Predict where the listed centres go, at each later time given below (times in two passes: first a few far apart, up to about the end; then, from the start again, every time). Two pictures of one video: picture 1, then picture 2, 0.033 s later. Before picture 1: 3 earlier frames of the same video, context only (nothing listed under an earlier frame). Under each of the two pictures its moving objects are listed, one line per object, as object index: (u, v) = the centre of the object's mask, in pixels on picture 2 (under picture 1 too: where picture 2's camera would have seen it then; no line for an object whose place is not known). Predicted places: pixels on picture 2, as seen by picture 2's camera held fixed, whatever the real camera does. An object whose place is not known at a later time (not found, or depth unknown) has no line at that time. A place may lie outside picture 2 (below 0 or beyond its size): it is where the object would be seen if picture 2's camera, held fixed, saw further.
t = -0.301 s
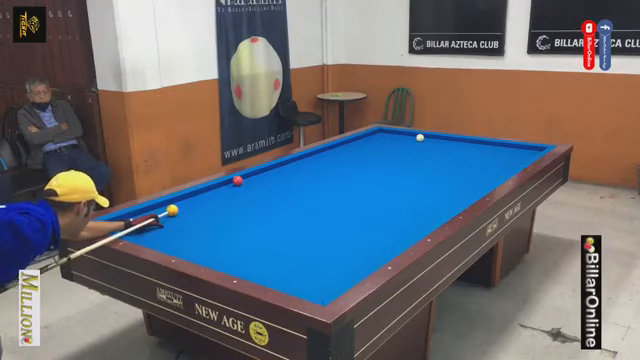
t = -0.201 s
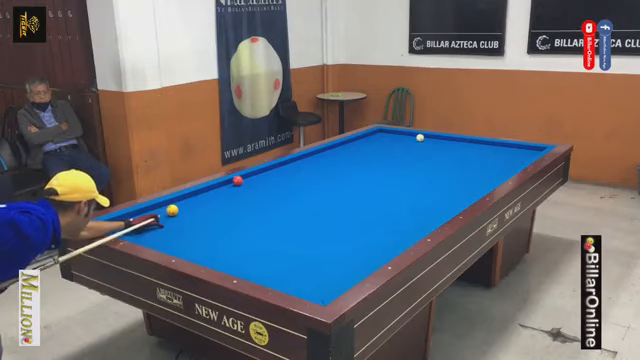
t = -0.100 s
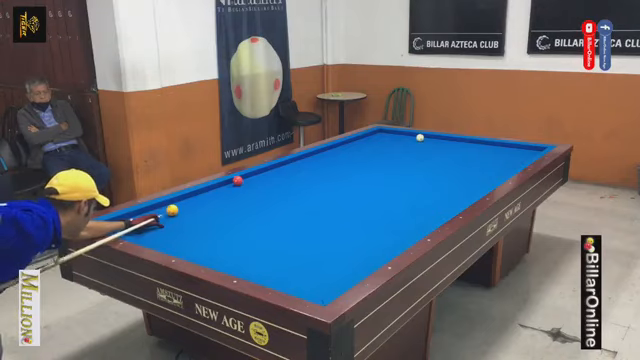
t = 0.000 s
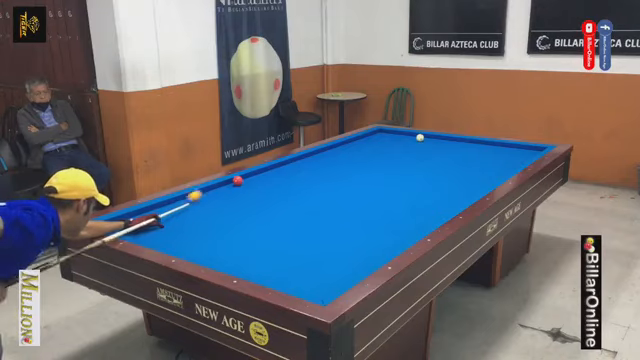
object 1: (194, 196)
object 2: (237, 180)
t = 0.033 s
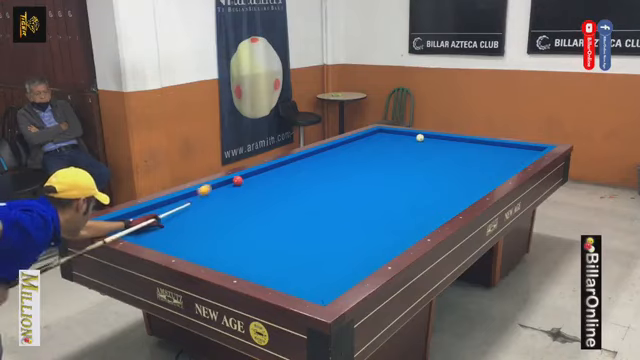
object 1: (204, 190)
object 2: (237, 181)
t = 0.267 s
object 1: (275, 186)
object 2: (276, 169)
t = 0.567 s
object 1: (350, 186)
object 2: (331, 159)
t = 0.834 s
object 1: (416, 187)
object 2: (372, 151)
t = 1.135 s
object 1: (479, 186)
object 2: (413, 143)
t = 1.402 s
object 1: (451, 179)
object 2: (444, 137)
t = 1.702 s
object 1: (431, 172)
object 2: (445, 146)
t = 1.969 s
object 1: (414, 167)
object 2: (447, 152)
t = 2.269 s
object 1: (398, 161)
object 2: (449, 160)
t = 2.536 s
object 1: (384, 157)
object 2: (451, 169)
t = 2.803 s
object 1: (371, 153)
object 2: (454, 177)
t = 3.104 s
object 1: (359, 149)
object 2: (457, 188)
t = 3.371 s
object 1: (348, 145)
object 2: (460, 199)
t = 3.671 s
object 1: (349, 142)
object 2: (442, 206)
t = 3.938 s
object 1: (362, 141)
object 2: (421, 212)
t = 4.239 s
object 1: (376, 140)
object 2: (397, 219)
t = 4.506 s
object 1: (388, 138)
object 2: (375, 225)
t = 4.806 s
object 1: (401, 137)
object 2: (350, 232)
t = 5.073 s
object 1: (412, 136)
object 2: (326, 238)
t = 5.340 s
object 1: (423, 133)
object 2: (302, 245)
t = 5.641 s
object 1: (429, 136)
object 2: (275, 252)
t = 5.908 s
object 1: (435, 138)
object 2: (250, 260)
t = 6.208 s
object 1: (441, 141)
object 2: (229, 262)
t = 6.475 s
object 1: (447, 143)
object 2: (231, 256)
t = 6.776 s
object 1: (453, 145)
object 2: (234, 248)
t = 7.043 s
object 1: (458, 146)
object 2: (236, 241)
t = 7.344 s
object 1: (464, 149)
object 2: (239, 236)
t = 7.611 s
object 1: (469, 150)
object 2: (241, 230)
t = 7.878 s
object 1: (474, 152)
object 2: (242, 226)
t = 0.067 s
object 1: (218, 185)
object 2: (237, 181)
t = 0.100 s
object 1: (232, 183)
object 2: (240, 179)
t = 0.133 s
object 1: (241, 184)
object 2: (244, 175)
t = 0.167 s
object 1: (250, 184)
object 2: (251, 174)
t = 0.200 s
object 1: (258, 185)
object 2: (260, 172)
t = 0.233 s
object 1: (267, 185)
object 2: (269, 171)
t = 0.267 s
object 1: (275, 186)
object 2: (276, 169)
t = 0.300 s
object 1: (284, 186)
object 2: (284, 168)
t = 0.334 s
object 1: (292, 186)
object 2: (291, 166)
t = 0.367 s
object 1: (300, 186)
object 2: (297, 165)
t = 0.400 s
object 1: (308, 186)
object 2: (304, 164)
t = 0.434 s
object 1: (317, 186)
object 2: (310, 163)
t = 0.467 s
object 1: (325, 187)
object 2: (315, 162)
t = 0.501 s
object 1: (333, 186)
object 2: (321, 161)
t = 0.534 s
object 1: (342, 186)
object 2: (326, 160)
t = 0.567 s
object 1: (350, 186)
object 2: (331, 159)
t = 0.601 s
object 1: (358, 187)
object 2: (337, 158)
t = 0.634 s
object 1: (366, 187)
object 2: (342, 156)
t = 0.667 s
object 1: (374, 187)
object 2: (347, 156)
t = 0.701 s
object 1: (382, 187)
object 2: (352, 155)
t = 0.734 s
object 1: (391, 187)
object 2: (358, 154)
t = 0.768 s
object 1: (399, 187)
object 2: (363, 153)
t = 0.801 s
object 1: (407, 187)
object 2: (368, 152)
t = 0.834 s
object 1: (416, 187)
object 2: (372, 151)
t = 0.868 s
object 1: (424, 187)
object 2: (377, 150)
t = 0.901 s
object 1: (432, 187)
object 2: (382, 149)
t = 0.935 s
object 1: (441, 187)
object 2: (387, 148)
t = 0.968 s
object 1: (449, 187)
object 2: (391, 147)
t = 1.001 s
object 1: (457, 187)
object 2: (395, 146)
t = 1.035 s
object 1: (466, 187)
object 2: (400, 146)
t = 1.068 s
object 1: (474, 187)
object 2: (404, 145)
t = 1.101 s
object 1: (482, 186)
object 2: (409, 144)
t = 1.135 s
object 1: (479, 186)
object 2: (413, 143)
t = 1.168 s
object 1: (474, 185)
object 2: (418, 143)
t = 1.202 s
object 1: (470, 184)
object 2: (422, 142)
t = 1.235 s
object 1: (465, 183)
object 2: (427, 140)
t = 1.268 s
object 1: (462, 182)
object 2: (431, 139)
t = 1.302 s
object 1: (459, 181)
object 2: (435, 139)
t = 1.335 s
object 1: (456, 180)
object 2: (438, 138)
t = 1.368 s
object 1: (454, 180)
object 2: (443, 137)
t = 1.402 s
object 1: (451, 179)
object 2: (444, 137)
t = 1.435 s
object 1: (449, 178)
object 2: (443, 138)
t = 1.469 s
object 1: (447, 177)
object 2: (443, 139)
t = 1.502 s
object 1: (444, 177)
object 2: (443, 140)
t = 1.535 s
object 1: (442, 176)
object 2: (444, 141)
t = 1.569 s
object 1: (439, 175)
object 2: (444, 142)
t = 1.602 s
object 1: (437, 174)
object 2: (444, 143)
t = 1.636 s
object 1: (435, 174)
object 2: (444, 143)
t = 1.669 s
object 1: (433, 173)
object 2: (444, 144)
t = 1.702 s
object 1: (431, 172)
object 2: (445, 146)
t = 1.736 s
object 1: (429, 172)
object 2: (445, 146)
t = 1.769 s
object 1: (426, 171)
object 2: (445, 147)
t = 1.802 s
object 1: (425, 170)
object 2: (445, 148)
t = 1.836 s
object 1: (422, 169)
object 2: (445, 149)
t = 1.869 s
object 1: (420, 169)
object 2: (446, 149)
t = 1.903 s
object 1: (419, 168)
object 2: (446, 151)
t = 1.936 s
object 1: (416, 167)
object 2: (446, 151)
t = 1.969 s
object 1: (414, 167)
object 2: (447, 152)
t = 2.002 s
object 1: (413, 166)
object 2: (447, 153)
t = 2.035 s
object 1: (411, 166)
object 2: (447, 154)
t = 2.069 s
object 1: (408, 165)
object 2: (448, 155)
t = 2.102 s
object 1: (407, 164)
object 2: (448, 156)
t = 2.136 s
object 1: (405, 164)
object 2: (448, 157)
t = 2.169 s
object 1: (403, 163)
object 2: (449, 157)
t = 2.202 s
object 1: (401, 163)
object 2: (449, 158)
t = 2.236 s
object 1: (399, 162)
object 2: (449, 159)
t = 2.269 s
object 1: (398, 161)
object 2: (449, 160)
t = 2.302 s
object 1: (396, 161)
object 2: (450, 161)
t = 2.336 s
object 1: (394, 160)
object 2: (450, 162)
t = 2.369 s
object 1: (393, 160)
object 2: (450, 163)
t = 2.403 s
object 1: (391, 159)
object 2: (450, 164)
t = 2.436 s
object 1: (389, 159)
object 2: (451, 165)
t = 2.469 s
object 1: (387, 158)
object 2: (451, 167)
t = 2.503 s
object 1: (386, 157)
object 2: (451, 168)
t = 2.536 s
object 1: (384, 157)
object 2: (451, 169)
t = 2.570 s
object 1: (382, 157)
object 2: (452, 170)
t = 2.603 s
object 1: (381, 156)
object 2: (452, 171)
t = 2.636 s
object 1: (379, 156)
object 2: (452, 172)
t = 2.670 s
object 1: (377, 155)
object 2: (453, 173)
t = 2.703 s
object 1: (376, 154)
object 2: (453, 174)
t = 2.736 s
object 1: (374, 154)
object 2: (453, 175)
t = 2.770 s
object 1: (373, 154)
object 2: (454, 176)
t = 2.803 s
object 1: (371, 153)
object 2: (454, 177)
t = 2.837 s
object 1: (370, 152)
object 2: (454, 179)
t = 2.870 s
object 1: (368, 152)
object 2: (455, 180)
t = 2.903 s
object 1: (367, 152)
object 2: (455, 181)
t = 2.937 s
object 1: (365, 151)
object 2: (456, 182)
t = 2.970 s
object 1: (364, 150)
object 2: (456, 183)
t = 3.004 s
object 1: (363, 150)
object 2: (456, 184)
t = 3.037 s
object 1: (361, 150)
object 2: (456, 186)
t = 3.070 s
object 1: (360, 149)
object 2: (457, 187)
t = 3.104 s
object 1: (359, 149)
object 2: (457, 188)
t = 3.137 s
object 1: (357, 148)
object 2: (457, 190)
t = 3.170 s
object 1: (356, 148)
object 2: (457, 191)
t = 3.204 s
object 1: (355, 147)
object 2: (458, 192)
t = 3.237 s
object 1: (353, 147)
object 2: (459, 194)
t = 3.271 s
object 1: (352, 147)
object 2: (459, 195)
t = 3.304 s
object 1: (350, 146)
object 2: (459, 197)
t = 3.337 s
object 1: (349, 146)
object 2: (460, 198)
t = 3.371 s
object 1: (348, 145)
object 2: (460, 199)
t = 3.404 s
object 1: (347, 145)
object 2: (460, 200)
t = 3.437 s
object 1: (345, 145)
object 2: (459, 201)
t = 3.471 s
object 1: (344, 144)
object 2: (457, 201)
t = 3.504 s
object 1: (343, 144)
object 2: (455, 203)
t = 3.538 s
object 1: (341, 143)
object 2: (452, 204)
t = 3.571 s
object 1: (343, 143)
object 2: (450, 204)
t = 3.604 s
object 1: (345, 143)
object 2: (447, 205)
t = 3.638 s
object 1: (347, 143)
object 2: (445, 206)
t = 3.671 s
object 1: (349, 142)
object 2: (442, 206)
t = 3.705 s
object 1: (350, 142)
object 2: (440, 207)
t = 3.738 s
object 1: (352, 142)
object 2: (437, 208)
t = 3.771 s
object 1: (353, 142)
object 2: (435, 209)
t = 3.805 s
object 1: (355, 142)
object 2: (432, 209)
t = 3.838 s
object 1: (357, 142)
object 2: (429, 210)
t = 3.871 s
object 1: (359, 142)
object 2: (427, 211)
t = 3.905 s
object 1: (360, 141)
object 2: (424, 212)
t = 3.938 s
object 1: (362, 141)
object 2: (421, 212)
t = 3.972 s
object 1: (364, 141)
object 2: (419, 213)
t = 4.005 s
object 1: (365, 141)
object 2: (416, 214)
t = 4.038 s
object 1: (367, 141)
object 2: (413, 215)
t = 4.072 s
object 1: (368, 140)
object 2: (410, 215)
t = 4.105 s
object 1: (370, 140)
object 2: (408, 216)
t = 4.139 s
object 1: (372, 140)
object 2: (406, 217)
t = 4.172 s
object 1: (373, 140)
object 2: (403, 218)
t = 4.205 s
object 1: (375, 140)
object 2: (400, 218)
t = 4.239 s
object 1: (376, 140)
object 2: (397, 219)
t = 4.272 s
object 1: (378, 140)
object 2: (394, 220)
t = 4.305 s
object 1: (379, 139)
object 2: (392, 221)
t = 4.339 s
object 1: (381, 139)
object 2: (389, 221)
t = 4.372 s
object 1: (382, 139)
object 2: (387, 222)
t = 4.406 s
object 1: (384, 139)
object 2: (384, 223)
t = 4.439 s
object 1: (385, 139)
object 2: (381, 224)
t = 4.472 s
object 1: (387, 139)
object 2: (378, 224)
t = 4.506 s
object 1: (388, 138)
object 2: (375, 225)
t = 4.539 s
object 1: (390, 138)
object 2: (373, 226)
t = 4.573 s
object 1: (391, 138)
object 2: (370, 227)
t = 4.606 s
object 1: (393, 138)
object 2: (367, 227)
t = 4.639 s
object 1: (394, 138)
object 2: (364, 228)
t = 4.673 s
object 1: (396, 137)
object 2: (361, 229)
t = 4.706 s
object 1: (397, 137)
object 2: (358, 229)
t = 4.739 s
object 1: (399, 137)
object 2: (355, 230)
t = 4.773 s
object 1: (400, 137)
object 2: (352, 231)
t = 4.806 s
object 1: (401, 137)
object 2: (350, 232)
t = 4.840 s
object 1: (403, 137)
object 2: (347, 233)
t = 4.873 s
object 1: (404, 137)
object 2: (344, 233)
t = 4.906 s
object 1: (405, 137)
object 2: (341, 234)
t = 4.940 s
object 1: (407, 137)
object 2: (338, 235)
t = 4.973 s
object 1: (408, 136)
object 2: (335, 236)
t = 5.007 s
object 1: (409, 136)
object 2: (332, 237)
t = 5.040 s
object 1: (411, 136)
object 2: (329, 237)
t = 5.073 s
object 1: (412, 136)
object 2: (326, 238)
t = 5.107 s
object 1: (413, 135)
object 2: (323, 239)
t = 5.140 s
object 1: (414, 135)
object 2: (320, 240)
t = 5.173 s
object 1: (415, 135)
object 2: (318, 241)
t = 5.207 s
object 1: (417, 134)
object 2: (314, 242)
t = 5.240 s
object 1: (419, 134)
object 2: (311, 242)
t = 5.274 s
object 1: (419, 134)
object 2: (308, 243)
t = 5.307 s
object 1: (421, 134)
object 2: (306, 244)
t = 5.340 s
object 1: (423, 133)
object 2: (302, 245)
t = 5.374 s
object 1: (424, 134)
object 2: (299, 246)
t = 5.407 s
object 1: (425, 134)
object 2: (296, 246)
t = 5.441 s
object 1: (425, 134)
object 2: (293, 247)
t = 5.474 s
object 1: (426, 135)
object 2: (290, 248)
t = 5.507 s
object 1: (427, 135)
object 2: (287, 249)
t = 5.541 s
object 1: (427, 135)
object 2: (284, 250)
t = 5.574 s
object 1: (428, 136)
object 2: (281, 251)
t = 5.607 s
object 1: (428, 136)
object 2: (278, 252)
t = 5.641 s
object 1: (429, 136)
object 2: (275, 252)
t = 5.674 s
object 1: (430, 137)
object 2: (272, 253)
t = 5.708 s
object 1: (430, 137)
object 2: (269, 254)
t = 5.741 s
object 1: (431, 137)
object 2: (265, 255)
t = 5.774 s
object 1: (432, 137)
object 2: (262, 256)
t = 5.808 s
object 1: (433, 138)
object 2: (259, 257)
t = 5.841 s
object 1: (433, 138)
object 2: (256, 258)
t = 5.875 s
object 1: (434, 138)
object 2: (253, 259)
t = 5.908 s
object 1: (435, 138)
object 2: (250, 260)
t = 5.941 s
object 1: (436, 139)
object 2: (247, 260)
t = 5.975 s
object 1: (436, 139)
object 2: (243, 261)
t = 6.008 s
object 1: (437, 139)
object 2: (240, 262)
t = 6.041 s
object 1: (438, 140)
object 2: (237, 263)
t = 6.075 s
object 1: (438, 140)
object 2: (234, 263)
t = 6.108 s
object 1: (439, 140)
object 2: (231, 263)
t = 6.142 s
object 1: (440, 140)
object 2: (229, 263)
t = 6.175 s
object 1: (440, 140)
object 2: (228, 263)
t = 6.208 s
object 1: (441, 141)
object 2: (229, 262)
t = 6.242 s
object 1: (442, 141)
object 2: (229, 262)
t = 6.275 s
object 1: (443, 141)
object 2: (229, 261)
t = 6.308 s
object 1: (443, 141)
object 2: (230, 260)
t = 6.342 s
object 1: (444, 141)
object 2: (230, 260)
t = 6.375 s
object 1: (445, 142)
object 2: (230, 259)
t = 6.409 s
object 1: (445, 142)
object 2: (230, 258)
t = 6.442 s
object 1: (446, 142)
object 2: (231, 257)
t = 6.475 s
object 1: (447, 143)
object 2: (231, 256)
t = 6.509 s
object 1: (447, 143)
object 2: (232, 255)
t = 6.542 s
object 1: (448, 143)
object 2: (232, 254)
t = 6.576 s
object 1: (449, 143)
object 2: (232, 253)
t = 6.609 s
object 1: (449, 144)
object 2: (232, 252)
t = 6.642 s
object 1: (450, 144)
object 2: (233, 251)
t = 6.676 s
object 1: (451, 144)
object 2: (233, 250)
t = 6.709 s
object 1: (451, 144)
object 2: (233, 250)
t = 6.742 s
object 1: (452, 145)
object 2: (233, 249)
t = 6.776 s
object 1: (453, 145)
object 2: (234, 248)
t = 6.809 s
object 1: (453, 145)
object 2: (234, 247)
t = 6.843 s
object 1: (454, 145)
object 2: (235, 246)
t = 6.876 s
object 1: (455, 145)
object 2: (235, 245)
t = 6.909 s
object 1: (456, 146)
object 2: (235, 244)
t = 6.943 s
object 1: (456, 146)
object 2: (235, 244)
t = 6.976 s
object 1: (457, 146)
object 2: (236, 243)
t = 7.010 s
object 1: (457, 146)
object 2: (236, 242)
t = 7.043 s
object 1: (458, 146)
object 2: (236, 241)
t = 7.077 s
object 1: (458, 147)
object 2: (236, 241)
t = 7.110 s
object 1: (459, 147)
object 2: (237, 240)
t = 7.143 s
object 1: (460, 147)
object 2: (237, 239)
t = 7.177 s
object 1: (461, 148)
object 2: (237, 238)
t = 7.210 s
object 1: (461, 148)
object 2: (238, 238)
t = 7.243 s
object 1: (462, 148)
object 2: (238, 237)
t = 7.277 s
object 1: (462, 148)
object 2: (238, 236)
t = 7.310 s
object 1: (463, 149)
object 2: (239, 236)
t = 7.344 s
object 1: (464, 149)
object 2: (239, 236)
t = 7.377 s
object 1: (465, 149)
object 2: (239, 235)
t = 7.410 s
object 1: (465, 149)
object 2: (239, 234)
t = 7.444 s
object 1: (466, 149)
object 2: (240, 234)
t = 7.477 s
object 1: (467, 150)
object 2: (240, 233)
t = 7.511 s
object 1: (467, 150)
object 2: (240, 232)
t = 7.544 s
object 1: (468, 150)
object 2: (241, 231)
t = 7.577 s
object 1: (468, 150)
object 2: (241, 231)
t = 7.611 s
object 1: (469, 150)
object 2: (241, 230)
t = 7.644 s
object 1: (470, 151)
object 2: (241, 229)
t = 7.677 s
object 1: (470, 151)
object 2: (241, 229)
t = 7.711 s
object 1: (471, 151)
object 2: (242, 228)
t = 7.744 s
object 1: (471, 151)
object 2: (241, 228)
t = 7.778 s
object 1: (472, 151)
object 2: (242, 227)
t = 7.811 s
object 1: (473, 152)
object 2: (242, 227)
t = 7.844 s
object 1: (473, 152)
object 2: (243, 226)
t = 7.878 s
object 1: (474, 152)
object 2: (242, 226)
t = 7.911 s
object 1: (474, 152)
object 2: (243, 225)
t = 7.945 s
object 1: (475, 153)
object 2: (243, 225)
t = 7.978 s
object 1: (475, 153)
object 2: (243, 224)
